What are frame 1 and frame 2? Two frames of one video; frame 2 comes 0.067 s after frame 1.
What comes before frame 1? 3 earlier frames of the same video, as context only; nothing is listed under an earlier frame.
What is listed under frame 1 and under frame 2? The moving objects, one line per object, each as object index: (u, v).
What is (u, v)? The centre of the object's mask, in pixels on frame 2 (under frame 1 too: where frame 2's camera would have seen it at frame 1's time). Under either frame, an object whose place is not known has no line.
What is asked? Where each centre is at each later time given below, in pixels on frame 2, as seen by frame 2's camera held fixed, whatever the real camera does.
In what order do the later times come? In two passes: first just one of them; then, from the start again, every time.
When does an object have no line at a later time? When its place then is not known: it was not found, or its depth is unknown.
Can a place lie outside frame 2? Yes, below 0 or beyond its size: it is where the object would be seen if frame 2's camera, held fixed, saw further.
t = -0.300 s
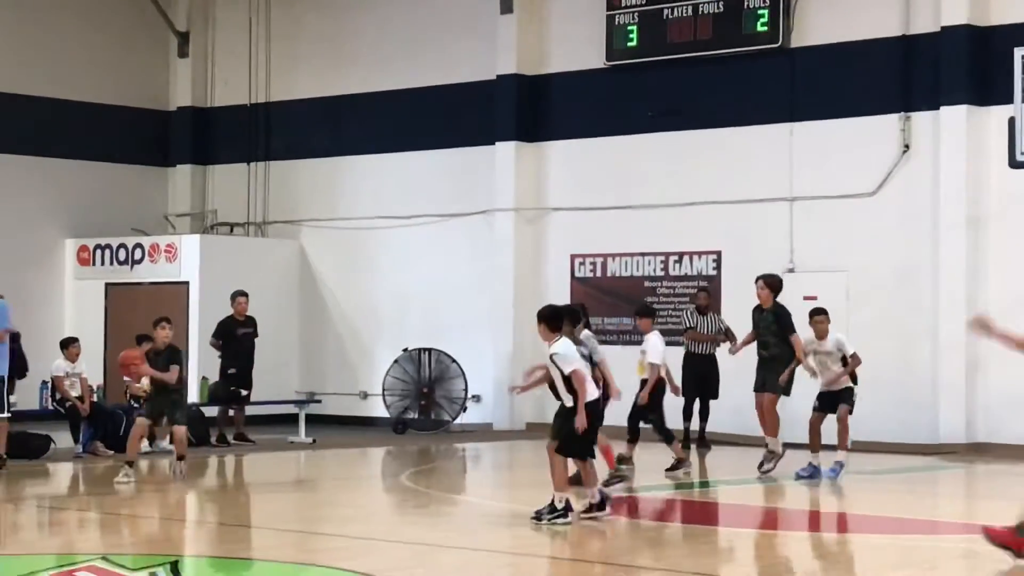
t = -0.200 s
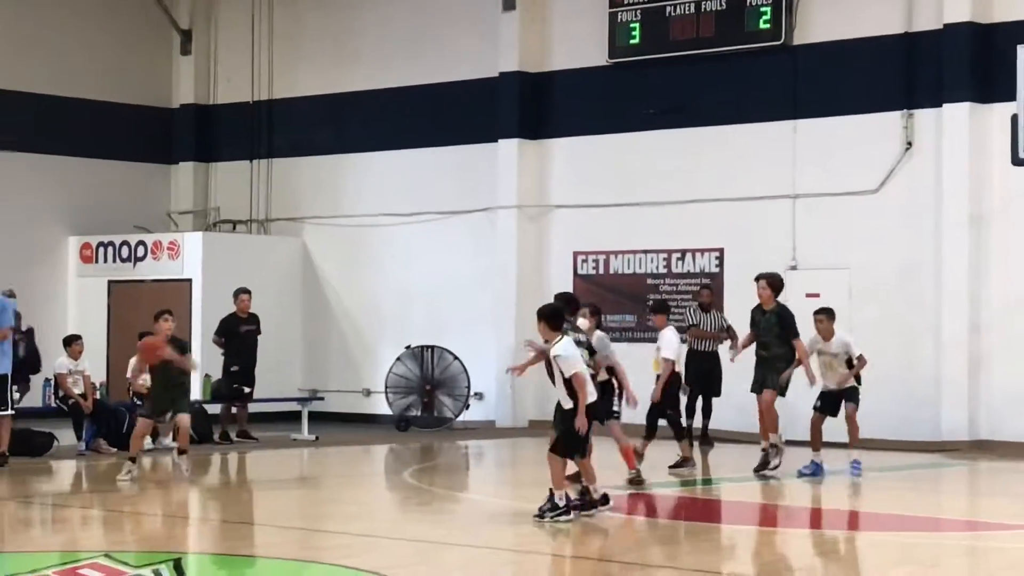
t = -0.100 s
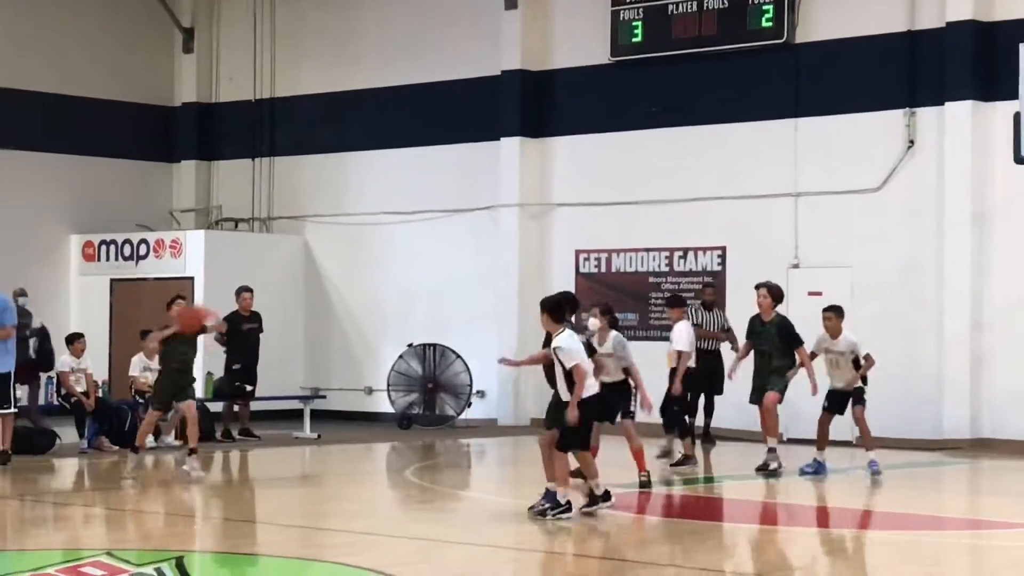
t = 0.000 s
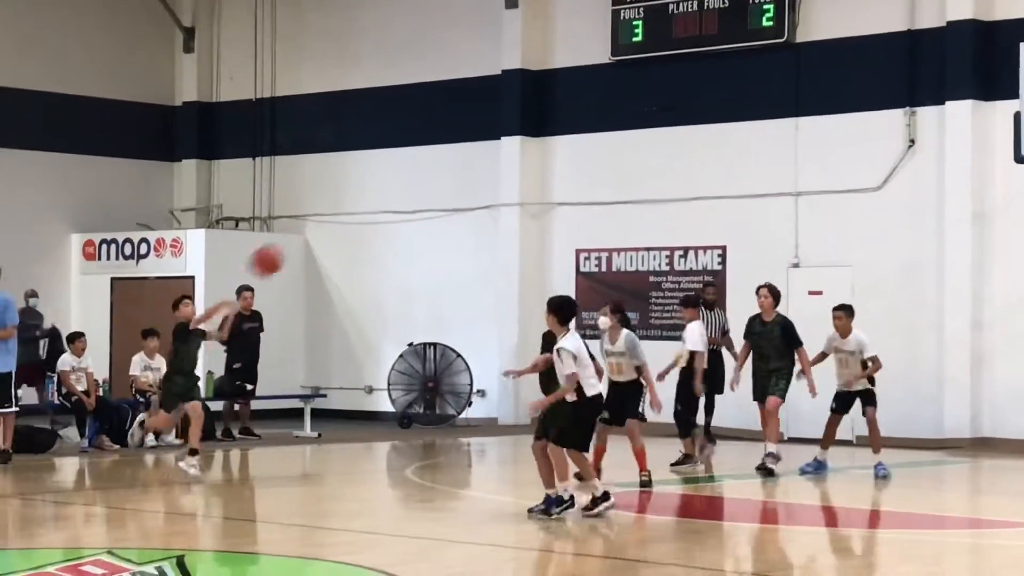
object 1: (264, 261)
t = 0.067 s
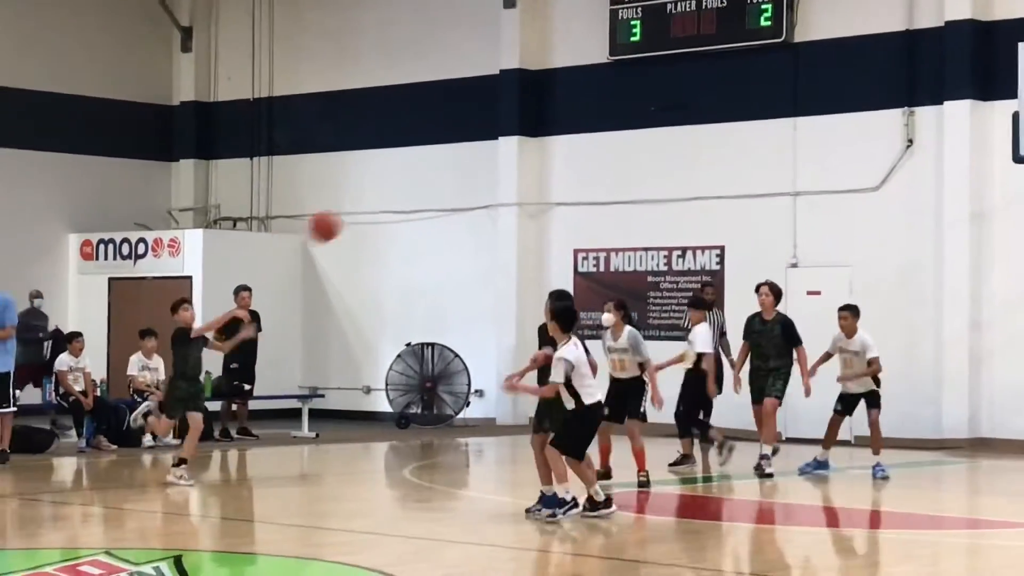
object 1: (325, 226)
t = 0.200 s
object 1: (448, 173)
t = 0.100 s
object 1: (353, 212)
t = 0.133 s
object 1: (385, 197)
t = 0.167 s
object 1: (416, 184)
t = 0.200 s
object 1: (448, 173)
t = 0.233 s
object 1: (481, 161)
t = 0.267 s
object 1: (514, 152)
